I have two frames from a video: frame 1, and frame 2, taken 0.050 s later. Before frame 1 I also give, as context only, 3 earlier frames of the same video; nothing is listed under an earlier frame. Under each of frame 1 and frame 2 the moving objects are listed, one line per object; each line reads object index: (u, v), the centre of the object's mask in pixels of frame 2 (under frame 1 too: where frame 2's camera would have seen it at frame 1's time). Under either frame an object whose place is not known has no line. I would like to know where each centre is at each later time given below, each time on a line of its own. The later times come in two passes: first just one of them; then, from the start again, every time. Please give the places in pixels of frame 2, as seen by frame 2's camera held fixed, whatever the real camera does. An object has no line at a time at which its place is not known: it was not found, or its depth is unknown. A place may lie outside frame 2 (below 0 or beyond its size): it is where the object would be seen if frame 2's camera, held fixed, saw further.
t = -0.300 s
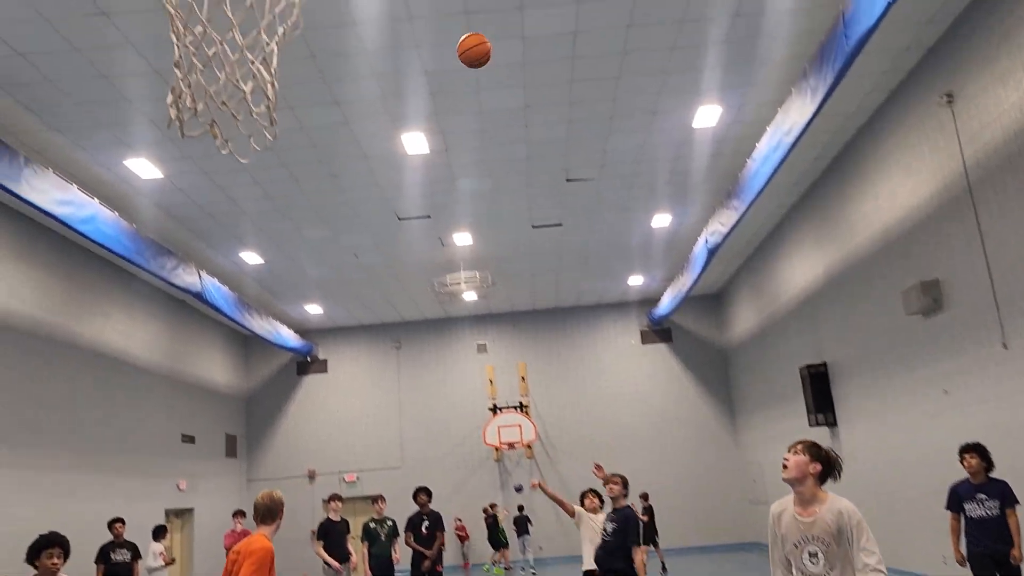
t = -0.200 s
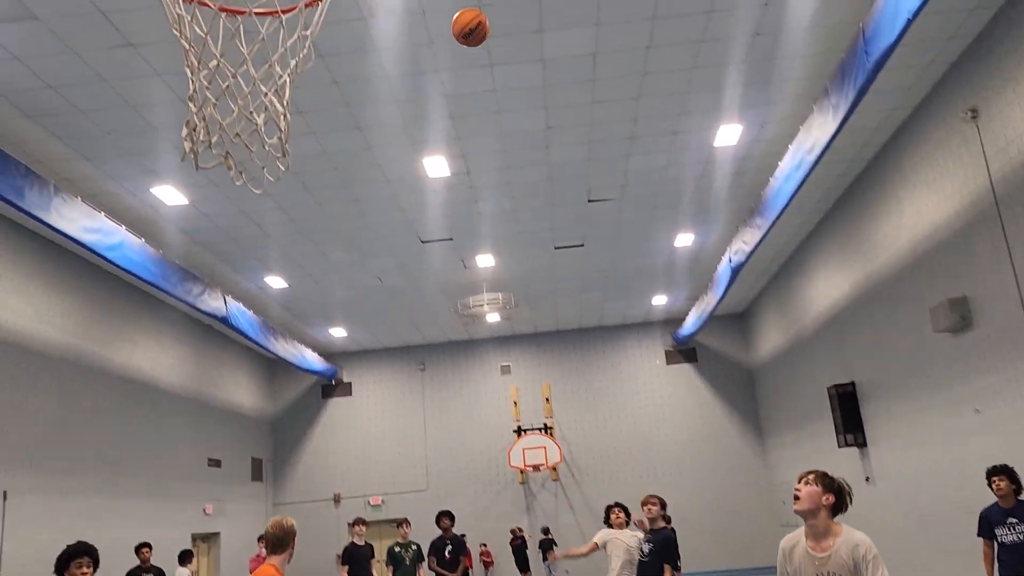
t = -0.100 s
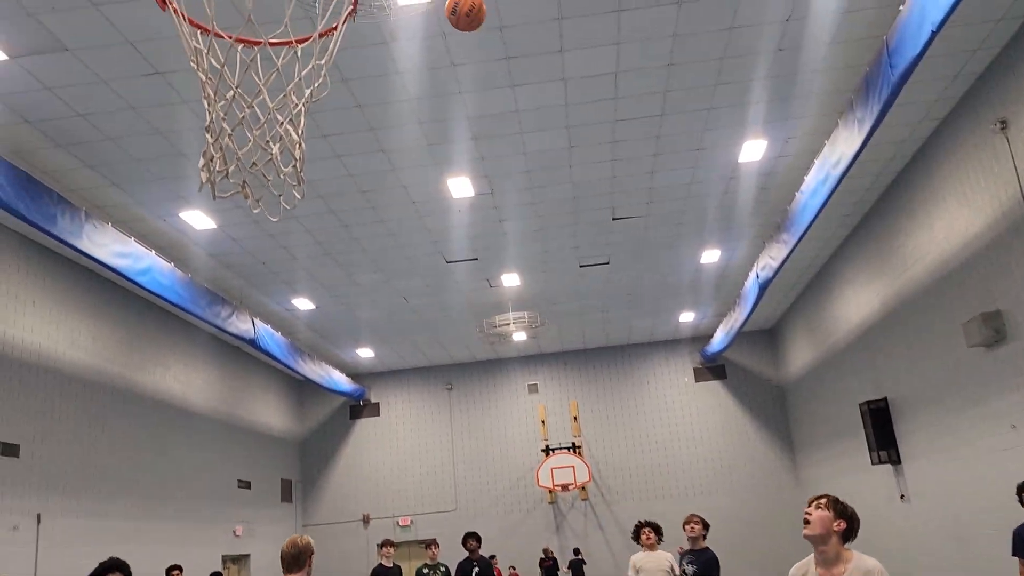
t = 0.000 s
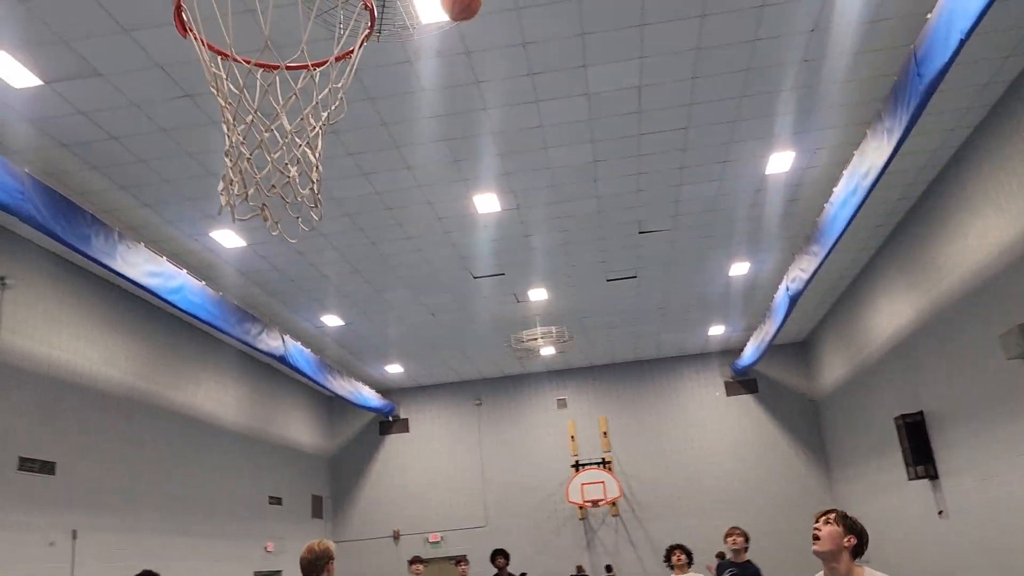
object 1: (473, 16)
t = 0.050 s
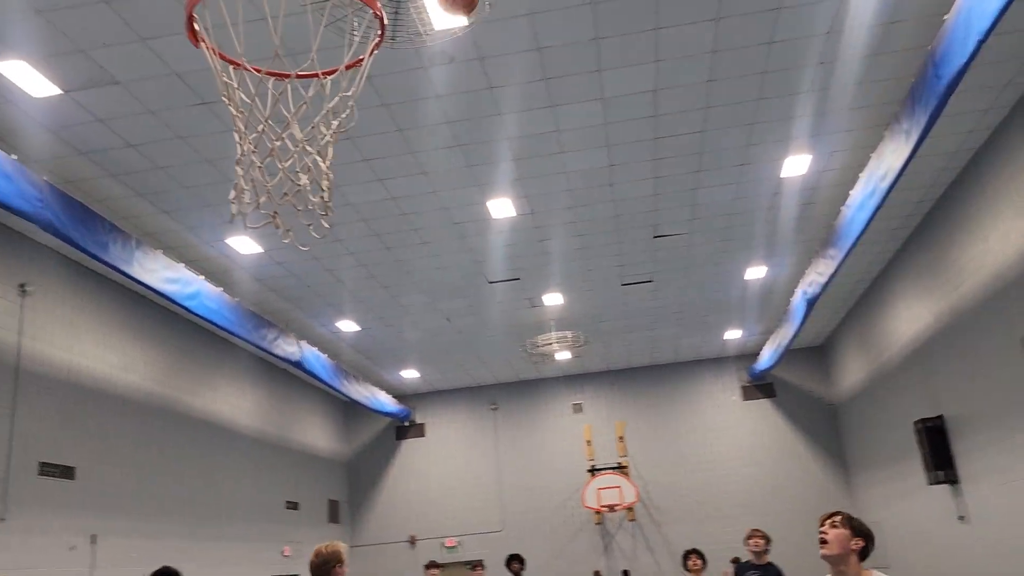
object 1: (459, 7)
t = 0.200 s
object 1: (398, -6)
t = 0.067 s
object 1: (453, 4)
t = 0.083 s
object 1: (445, 2)
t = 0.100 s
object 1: (438, 0)
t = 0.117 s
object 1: (431, -1)
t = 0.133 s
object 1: (425, -2)
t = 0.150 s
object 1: (418, -3)
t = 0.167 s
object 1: (411, -4)
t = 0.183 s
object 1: (405, -5)
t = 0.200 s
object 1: (398, -6)
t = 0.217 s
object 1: (390, -7)
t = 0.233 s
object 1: (383, -7)
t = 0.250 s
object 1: (378, -8)
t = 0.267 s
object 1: (372, -10)
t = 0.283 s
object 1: (358, -6)
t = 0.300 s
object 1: (343, 2)
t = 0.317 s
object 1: (330, 6)
